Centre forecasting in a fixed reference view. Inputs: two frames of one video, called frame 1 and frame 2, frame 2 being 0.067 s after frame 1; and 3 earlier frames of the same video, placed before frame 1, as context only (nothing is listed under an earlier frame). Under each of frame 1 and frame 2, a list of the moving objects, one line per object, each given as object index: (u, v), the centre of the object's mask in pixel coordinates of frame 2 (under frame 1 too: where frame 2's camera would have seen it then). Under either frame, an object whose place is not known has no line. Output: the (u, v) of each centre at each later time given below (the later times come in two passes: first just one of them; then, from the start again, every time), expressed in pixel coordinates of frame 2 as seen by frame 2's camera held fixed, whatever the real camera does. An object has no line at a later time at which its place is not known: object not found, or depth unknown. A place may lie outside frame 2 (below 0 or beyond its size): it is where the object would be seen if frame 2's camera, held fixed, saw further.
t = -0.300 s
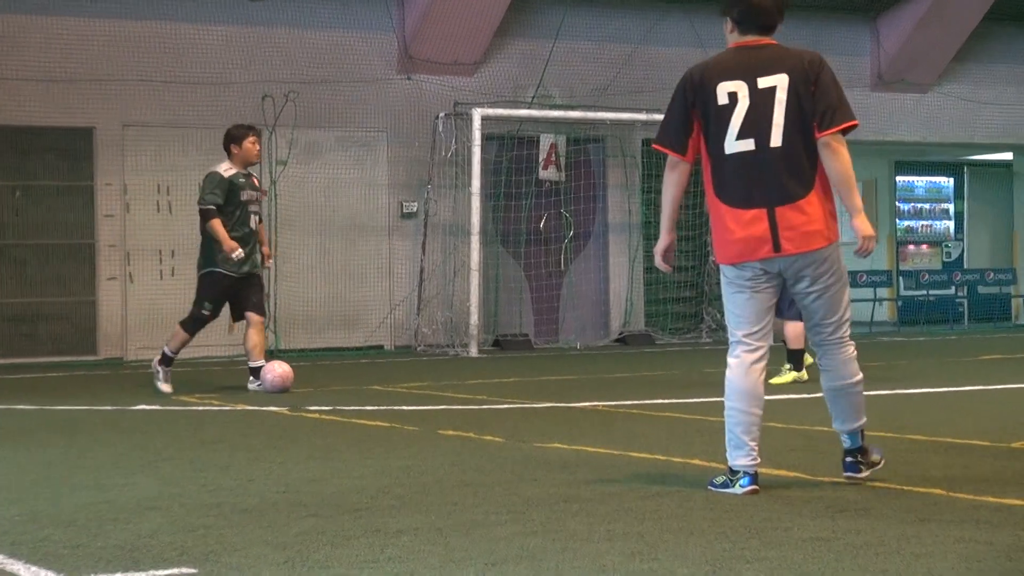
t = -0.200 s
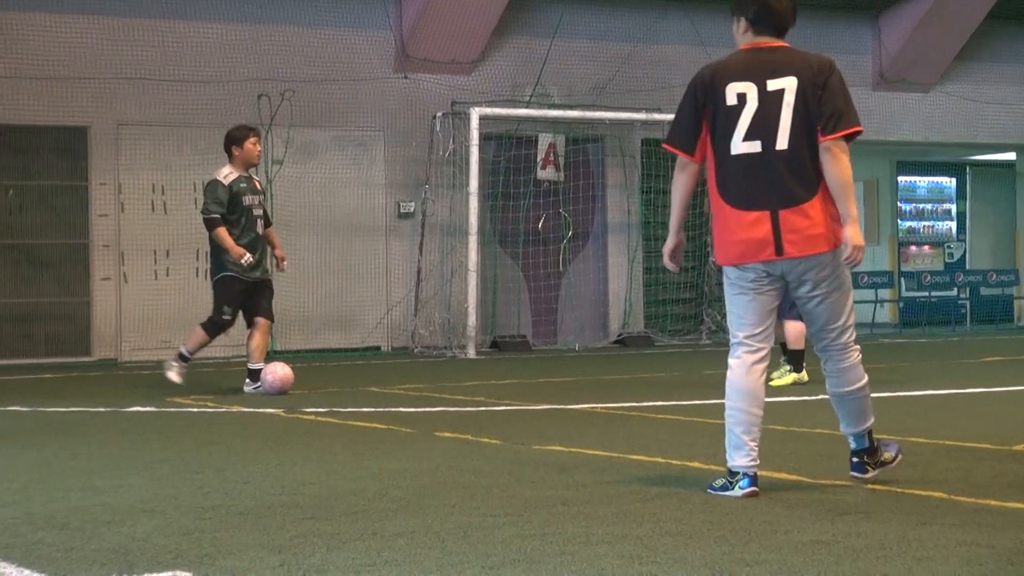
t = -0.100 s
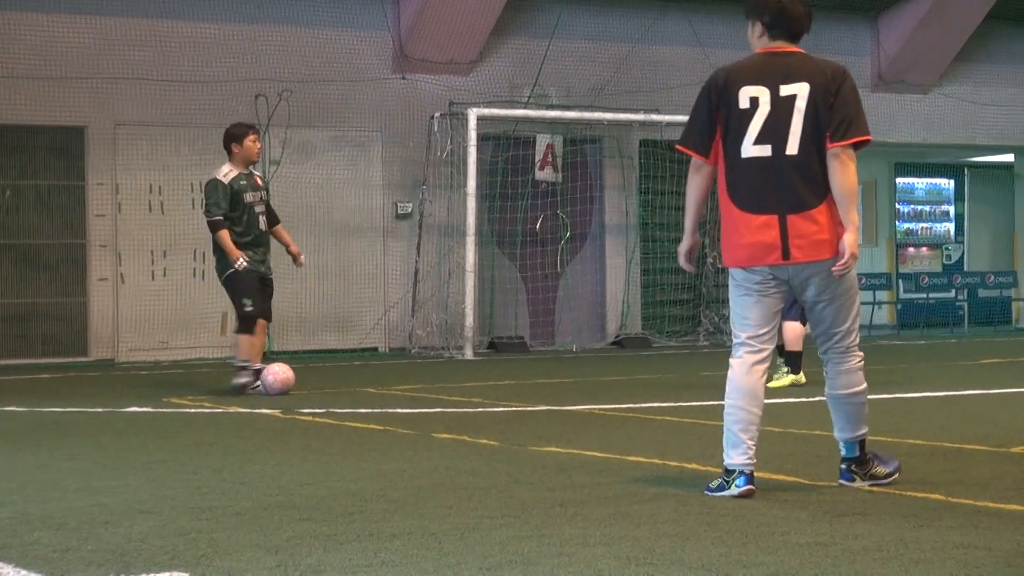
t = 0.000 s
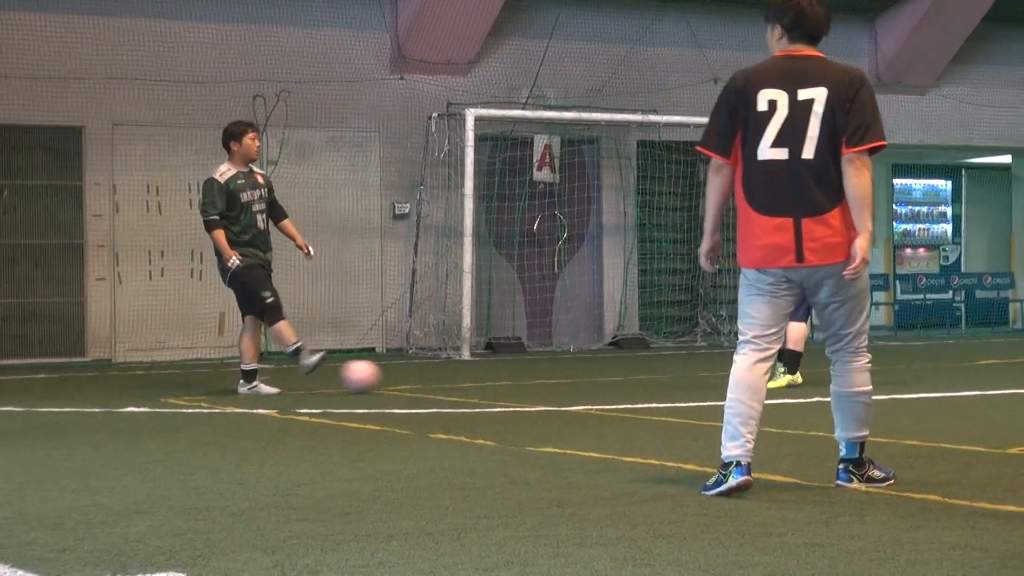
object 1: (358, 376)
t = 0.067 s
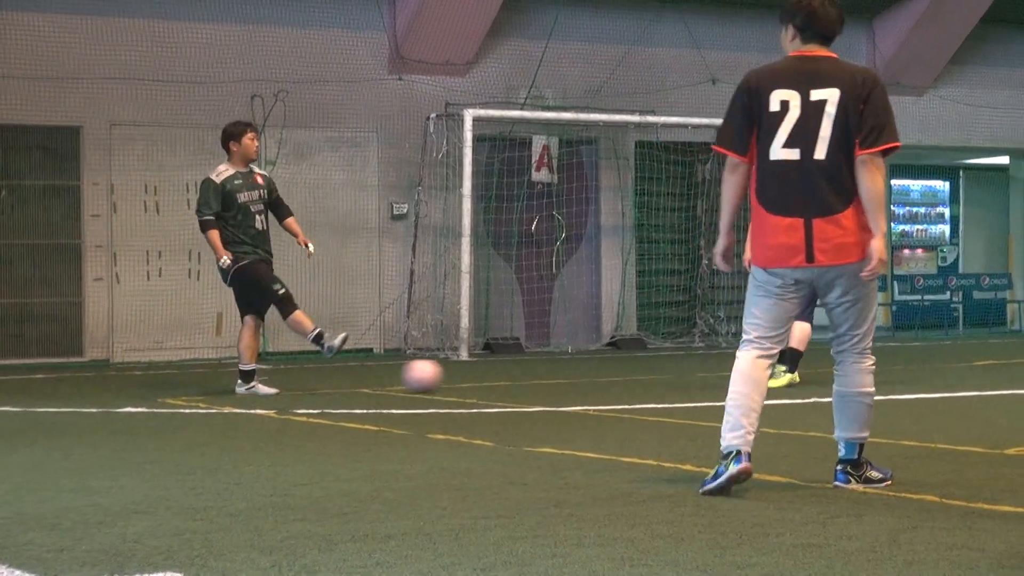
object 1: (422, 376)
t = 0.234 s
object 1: (561, 374)
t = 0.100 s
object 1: (451, 375)
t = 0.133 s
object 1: (480, 375)
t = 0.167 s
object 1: (509, 374)
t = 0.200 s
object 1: (536, 375)
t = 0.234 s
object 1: (561, 374)
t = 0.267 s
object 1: (585, 374)
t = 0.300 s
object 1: (606, 373)
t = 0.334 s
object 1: (629, 373)
